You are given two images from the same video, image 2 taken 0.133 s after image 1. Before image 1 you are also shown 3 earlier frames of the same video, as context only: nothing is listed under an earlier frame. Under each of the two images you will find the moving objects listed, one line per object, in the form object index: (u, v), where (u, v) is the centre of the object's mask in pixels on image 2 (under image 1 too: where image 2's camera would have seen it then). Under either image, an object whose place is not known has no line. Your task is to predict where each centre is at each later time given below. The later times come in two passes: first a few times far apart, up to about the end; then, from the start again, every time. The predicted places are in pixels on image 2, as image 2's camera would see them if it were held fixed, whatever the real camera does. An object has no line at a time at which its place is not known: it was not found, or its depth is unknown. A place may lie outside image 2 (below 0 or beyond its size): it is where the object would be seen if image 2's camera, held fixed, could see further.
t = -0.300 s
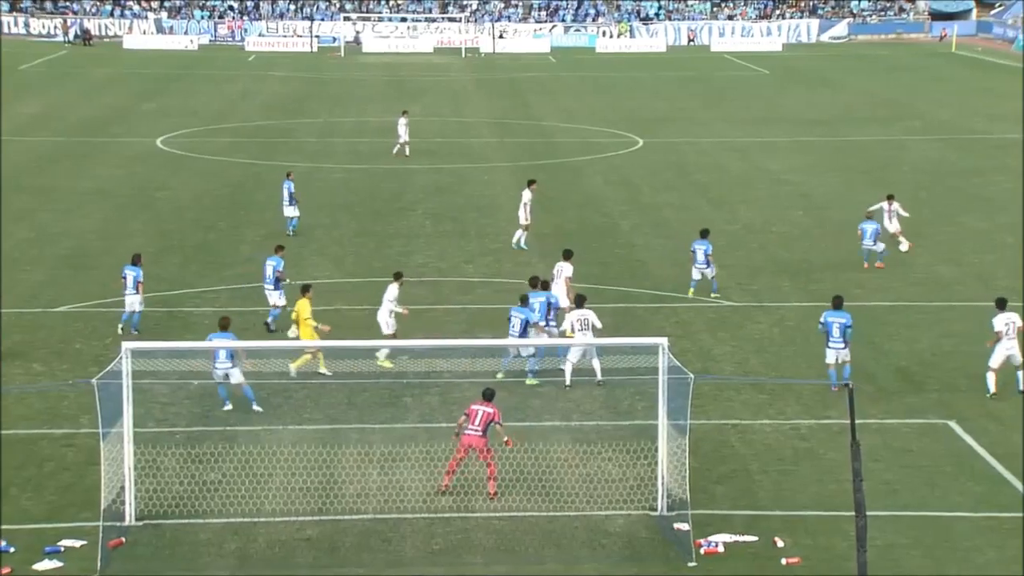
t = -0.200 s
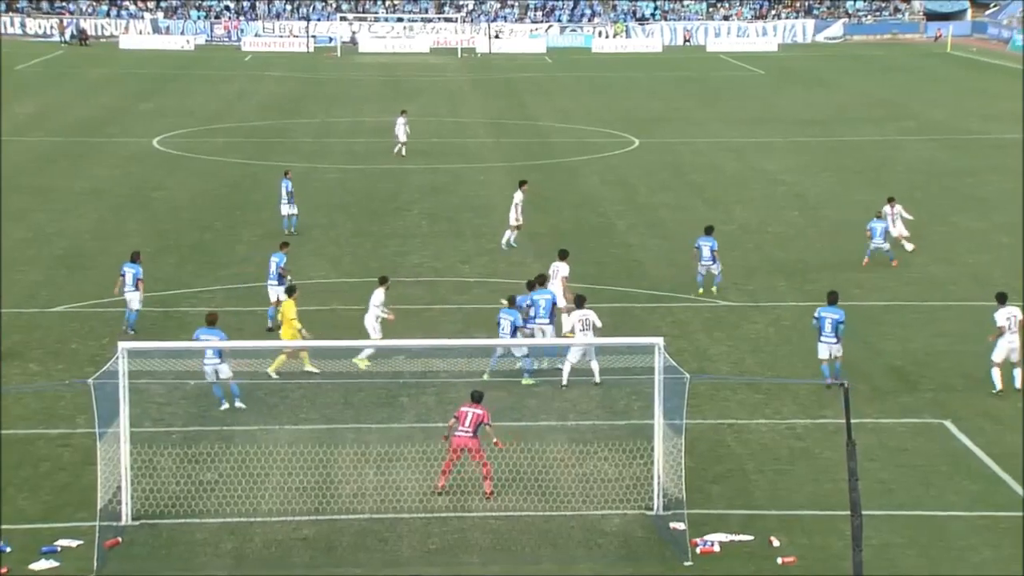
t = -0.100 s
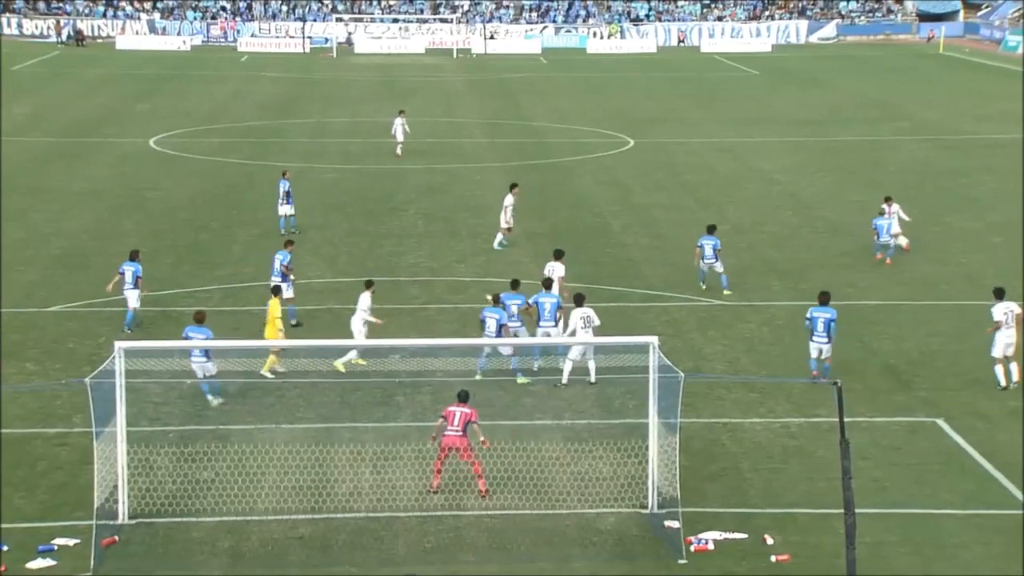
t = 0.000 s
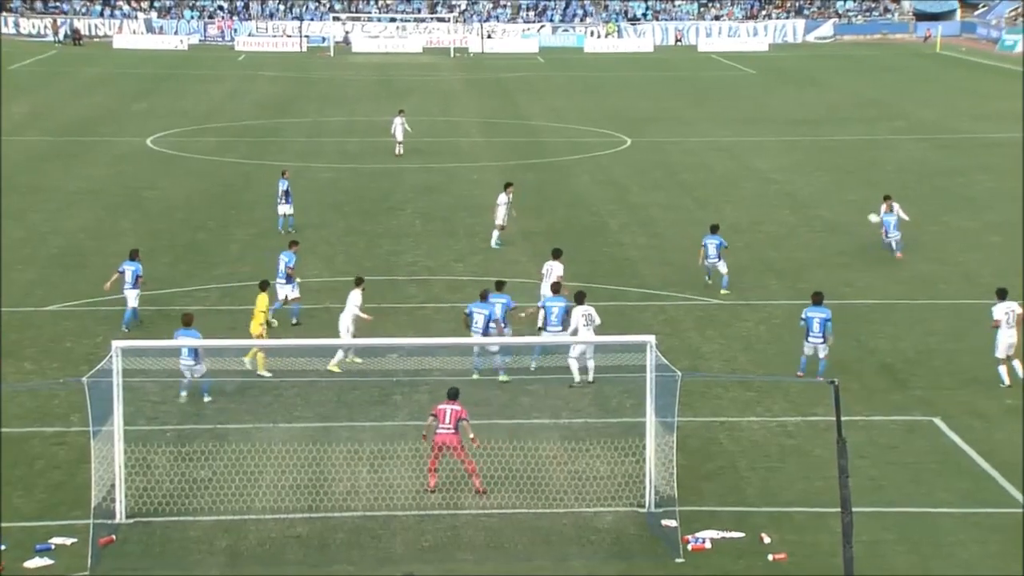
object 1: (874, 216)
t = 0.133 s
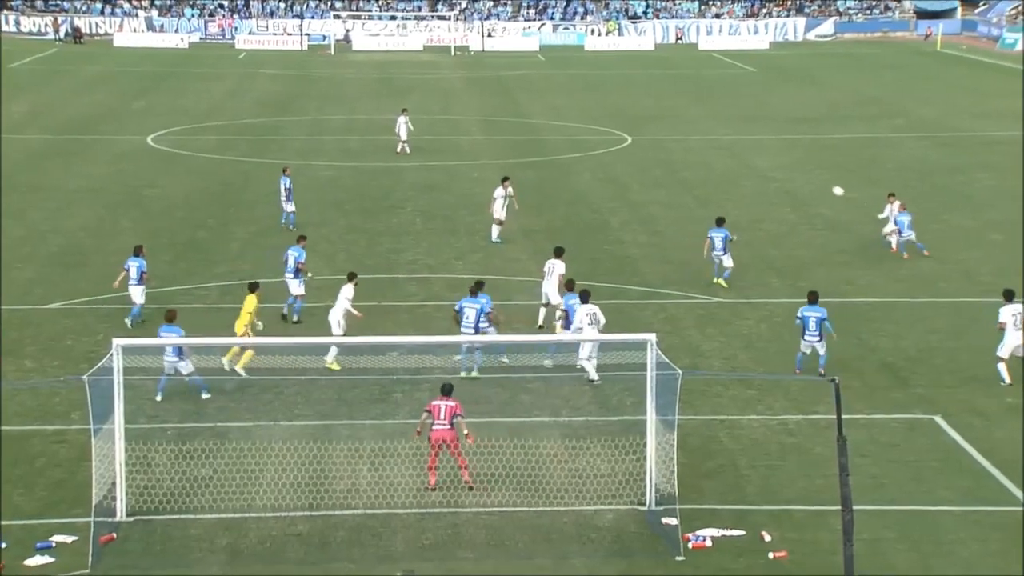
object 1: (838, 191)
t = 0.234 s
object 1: (809, 175)
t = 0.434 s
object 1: (750, 150)
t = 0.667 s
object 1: (678, 137)
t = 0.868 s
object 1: (611, 142)
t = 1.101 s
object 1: (528, 167)
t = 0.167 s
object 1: (828, 185)
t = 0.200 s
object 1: (819, 180)
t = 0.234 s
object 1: (809, 175)
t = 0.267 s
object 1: (800, 170)
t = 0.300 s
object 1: (790, 165)
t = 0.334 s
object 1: (780, 161)
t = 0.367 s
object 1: (770, 157)
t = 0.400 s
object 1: (761, 153)
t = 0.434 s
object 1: (750, 150)
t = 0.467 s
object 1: (740, 148)
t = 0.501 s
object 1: (730, 145)
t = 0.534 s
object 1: (720, 142)
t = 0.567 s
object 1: (709, 141)
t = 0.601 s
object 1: (699, 139)
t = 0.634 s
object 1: (688, 138)
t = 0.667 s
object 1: (678, 137)
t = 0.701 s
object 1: (667, 137)
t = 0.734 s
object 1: (656, 137)
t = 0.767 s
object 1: (645, 138)
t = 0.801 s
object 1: (634, 139)
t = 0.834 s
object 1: (623, 140)
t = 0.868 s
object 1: (611, 142)
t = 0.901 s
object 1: (600, 144)
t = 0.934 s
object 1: (588, 147)
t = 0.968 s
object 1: (577, 150)
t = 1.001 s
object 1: (565, 154)
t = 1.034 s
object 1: (553, 158)
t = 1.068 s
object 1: (541, 162)
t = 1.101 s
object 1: (528, 167)
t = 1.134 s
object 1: (516, 172)
